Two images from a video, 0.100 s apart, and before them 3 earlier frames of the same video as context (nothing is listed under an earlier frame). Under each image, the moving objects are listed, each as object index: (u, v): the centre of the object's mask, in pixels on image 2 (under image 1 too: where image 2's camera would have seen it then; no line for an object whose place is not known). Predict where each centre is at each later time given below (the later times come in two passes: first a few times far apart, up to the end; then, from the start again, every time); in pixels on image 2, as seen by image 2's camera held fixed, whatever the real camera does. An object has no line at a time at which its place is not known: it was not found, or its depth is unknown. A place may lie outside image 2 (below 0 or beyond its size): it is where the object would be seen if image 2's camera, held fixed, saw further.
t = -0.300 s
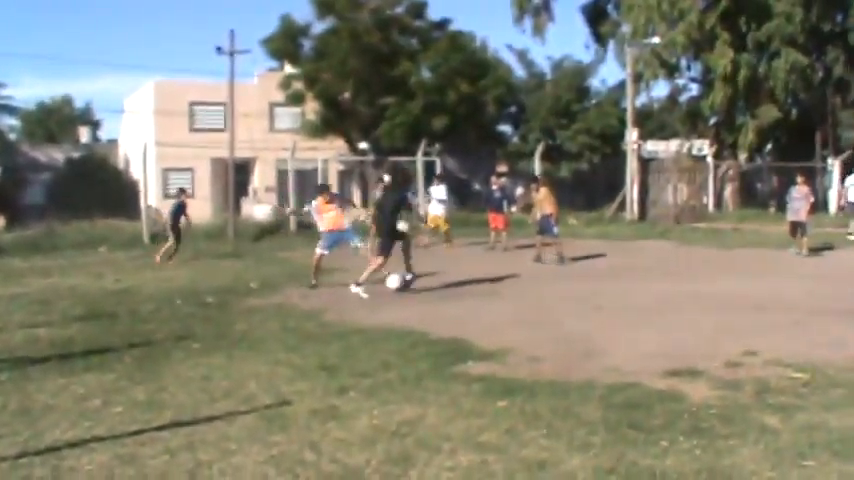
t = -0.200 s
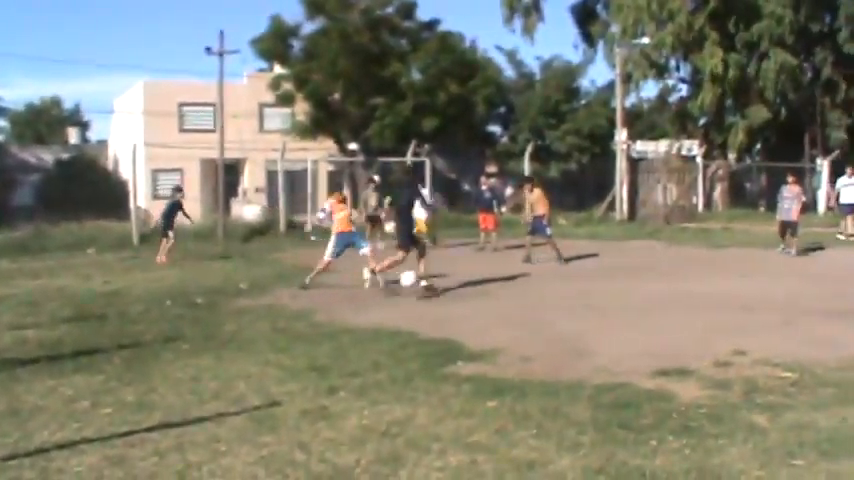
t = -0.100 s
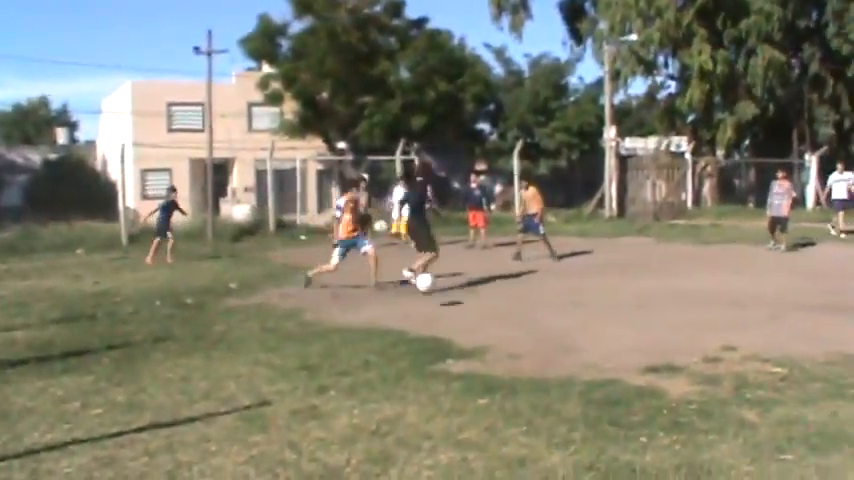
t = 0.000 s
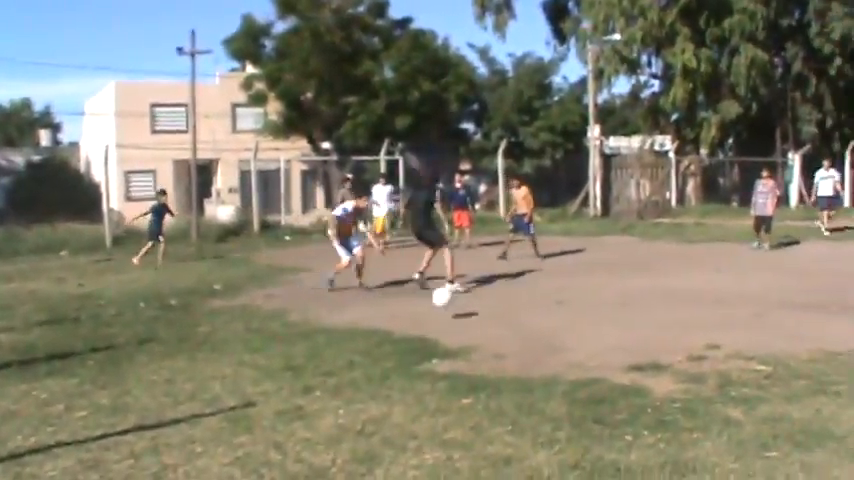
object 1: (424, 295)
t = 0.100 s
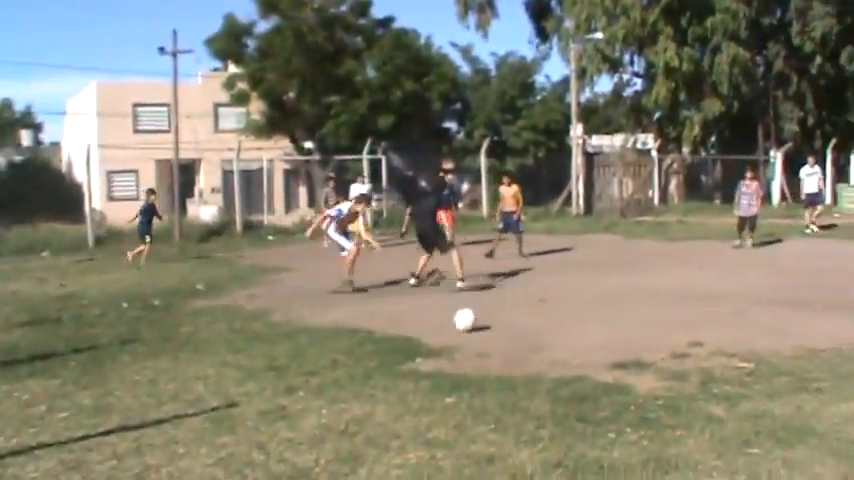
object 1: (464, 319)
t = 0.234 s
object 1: (520, 321)
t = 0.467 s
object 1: (644, 353)
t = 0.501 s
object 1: (662, 354)
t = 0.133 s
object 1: (477, 318)
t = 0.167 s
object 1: (491, 317)
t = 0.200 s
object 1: (505, 319)
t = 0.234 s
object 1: (520, 321)
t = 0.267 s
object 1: (537, 326)
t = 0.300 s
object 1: (553, 332)
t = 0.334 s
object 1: (571, 339)
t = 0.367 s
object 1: (589, 349)
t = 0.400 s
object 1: (609, 355)
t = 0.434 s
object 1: (626, 354)
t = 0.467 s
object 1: (644, 353)
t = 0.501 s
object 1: (662, 354)
